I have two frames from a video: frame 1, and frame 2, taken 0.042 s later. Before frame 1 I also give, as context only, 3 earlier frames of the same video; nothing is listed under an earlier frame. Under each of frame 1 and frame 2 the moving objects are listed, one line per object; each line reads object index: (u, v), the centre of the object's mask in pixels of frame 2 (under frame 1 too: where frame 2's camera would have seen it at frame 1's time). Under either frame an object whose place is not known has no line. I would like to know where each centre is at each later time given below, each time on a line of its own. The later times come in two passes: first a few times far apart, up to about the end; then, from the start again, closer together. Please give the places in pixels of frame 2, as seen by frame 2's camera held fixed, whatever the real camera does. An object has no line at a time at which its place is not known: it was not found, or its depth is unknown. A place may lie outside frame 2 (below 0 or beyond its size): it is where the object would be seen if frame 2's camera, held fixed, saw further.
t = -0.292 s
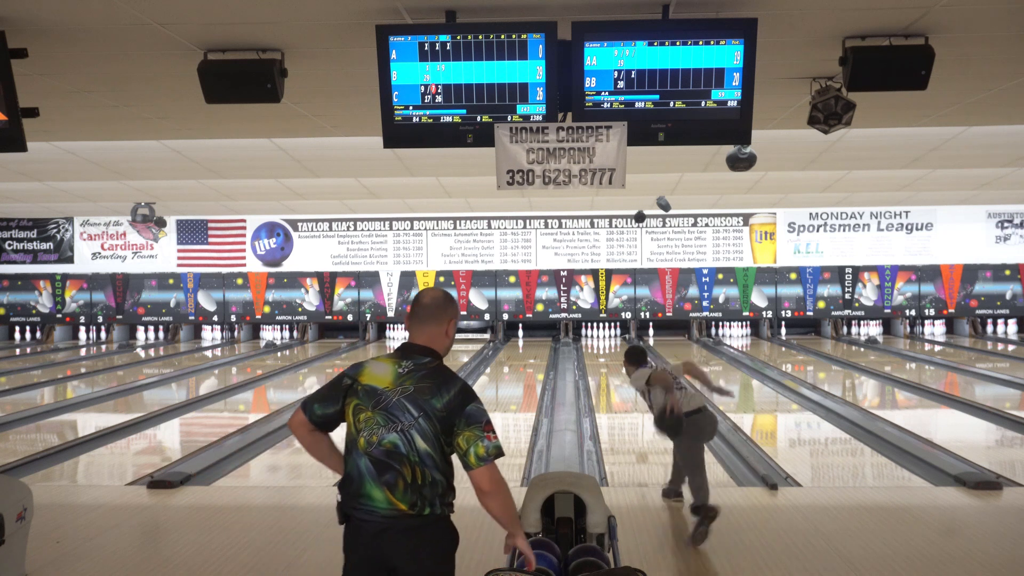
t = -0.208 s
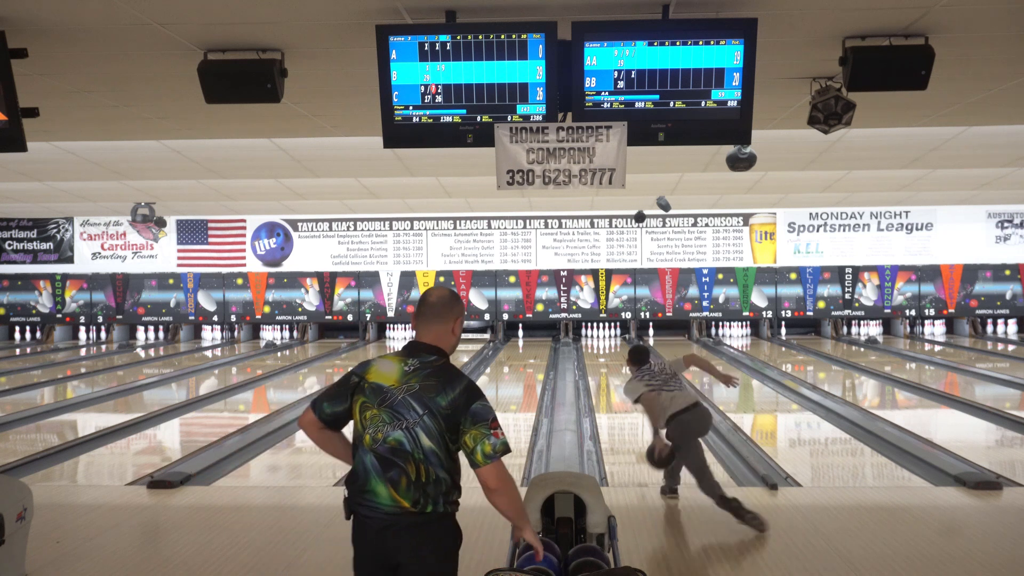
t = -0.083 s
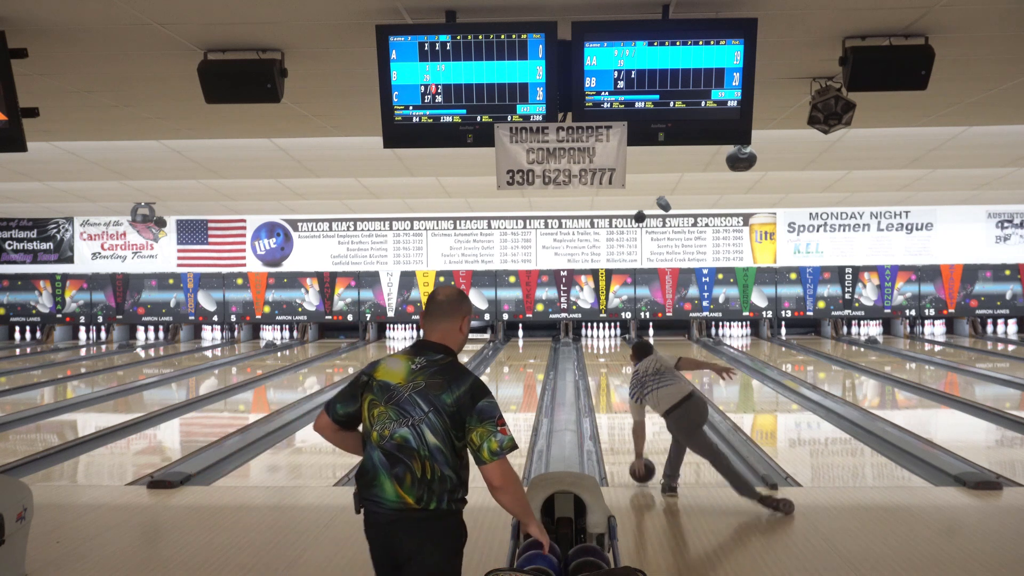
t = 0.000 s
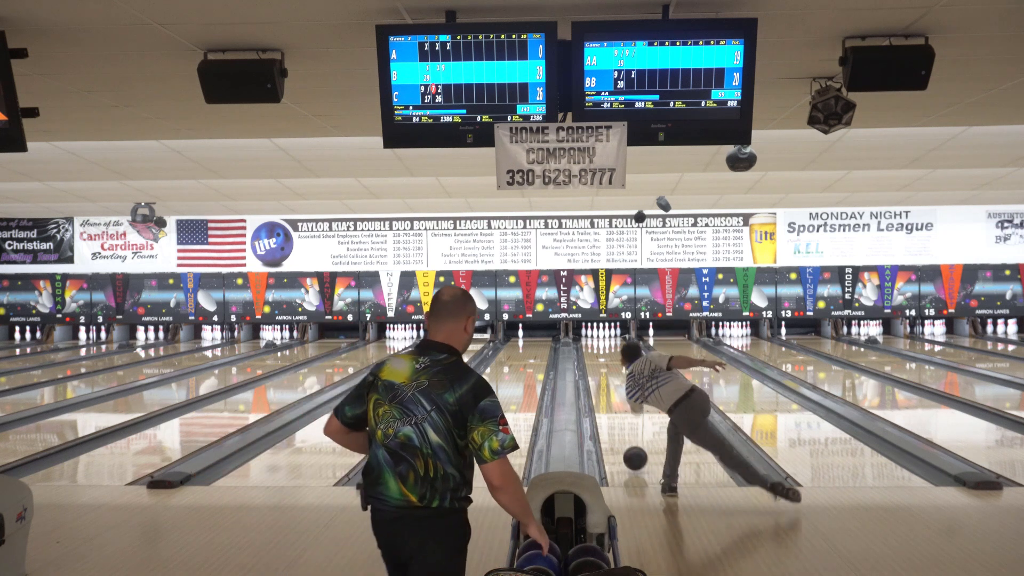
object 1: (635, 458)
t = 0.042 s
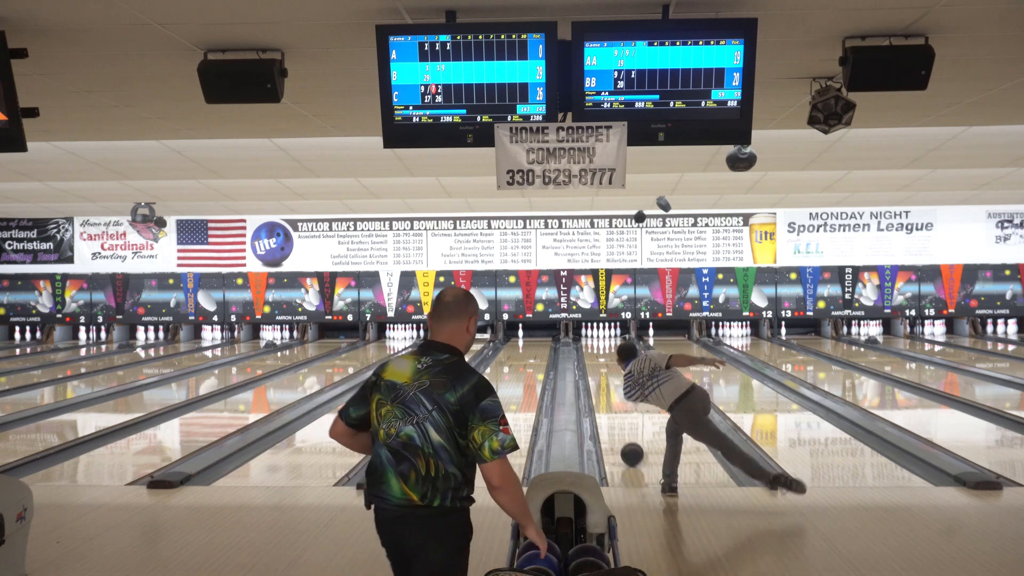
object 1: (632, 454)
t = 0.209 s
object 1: (621, 430)
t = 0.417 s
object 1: (612, 409)
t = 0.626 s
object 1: (605, 393)
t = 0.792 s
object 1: (600, 383)
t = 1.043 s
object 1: (595, 370)
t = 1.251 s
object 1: (592, 362)
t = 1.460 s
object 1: (590, 355)
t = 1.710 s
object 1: (590, 348)
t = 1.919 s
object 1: (590, 342)
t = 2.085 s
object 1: (592, 339)
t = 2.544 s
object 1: (582, 331)
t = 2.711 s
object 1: (584, 331)
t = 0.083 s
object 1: (629, 448)
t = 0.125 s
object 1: (626, 442)
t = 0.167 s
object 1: (624, 436)
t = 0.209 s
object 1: (621, 430)
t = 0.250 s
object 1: (619, 426)
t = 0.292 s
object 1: (617, 421)
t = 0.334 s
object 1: (615, 417)
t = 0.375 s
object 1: (613, 413)
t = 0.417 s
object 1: (612, 409)
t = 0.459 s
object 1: (610, 406)
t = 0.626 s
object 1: (605, 393)
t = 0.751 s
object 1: (601, 385)
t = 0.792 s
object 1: (600, 383)
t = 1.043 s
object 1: (595, 370)
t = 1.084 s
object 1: (595, 369)
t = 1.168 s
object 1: (593, 365)
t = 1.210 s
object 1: (593, 363)
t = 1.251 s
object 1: (592, 362)
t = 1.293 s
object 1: (591, 360)
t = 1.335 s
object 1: (591, 359)
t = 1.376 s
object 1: (591, 358)
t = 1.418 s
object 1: (591, 356)
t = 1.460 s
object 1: (590, 355)
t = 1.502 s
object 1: (590, 354)
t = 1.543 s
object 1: (590, 352)
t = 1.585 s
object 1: (589, 350)
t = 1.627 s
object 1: (589, 349)
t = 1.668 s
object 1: (589, 349)
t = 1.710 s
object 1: (590, 348)
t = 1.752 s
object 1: (589, 347)
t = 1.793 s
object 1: (590, 346)
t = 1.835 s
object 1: (590, 344)
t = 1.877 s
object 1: (590, 343)
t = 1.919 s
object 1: (590, 342)
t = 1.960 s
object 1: (590, 341)
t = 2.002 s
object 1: (591, 341)
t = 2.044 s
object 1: (591, 340)
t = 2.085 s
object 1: (592, 339)
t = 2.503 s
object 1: (586, 332)
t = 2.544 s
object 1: (582, 331)
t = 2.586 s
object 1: (580, 332)
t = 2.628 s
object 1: (581, 332)
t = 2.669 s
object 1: (583, 331)
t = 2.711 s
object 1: (584, 331)
